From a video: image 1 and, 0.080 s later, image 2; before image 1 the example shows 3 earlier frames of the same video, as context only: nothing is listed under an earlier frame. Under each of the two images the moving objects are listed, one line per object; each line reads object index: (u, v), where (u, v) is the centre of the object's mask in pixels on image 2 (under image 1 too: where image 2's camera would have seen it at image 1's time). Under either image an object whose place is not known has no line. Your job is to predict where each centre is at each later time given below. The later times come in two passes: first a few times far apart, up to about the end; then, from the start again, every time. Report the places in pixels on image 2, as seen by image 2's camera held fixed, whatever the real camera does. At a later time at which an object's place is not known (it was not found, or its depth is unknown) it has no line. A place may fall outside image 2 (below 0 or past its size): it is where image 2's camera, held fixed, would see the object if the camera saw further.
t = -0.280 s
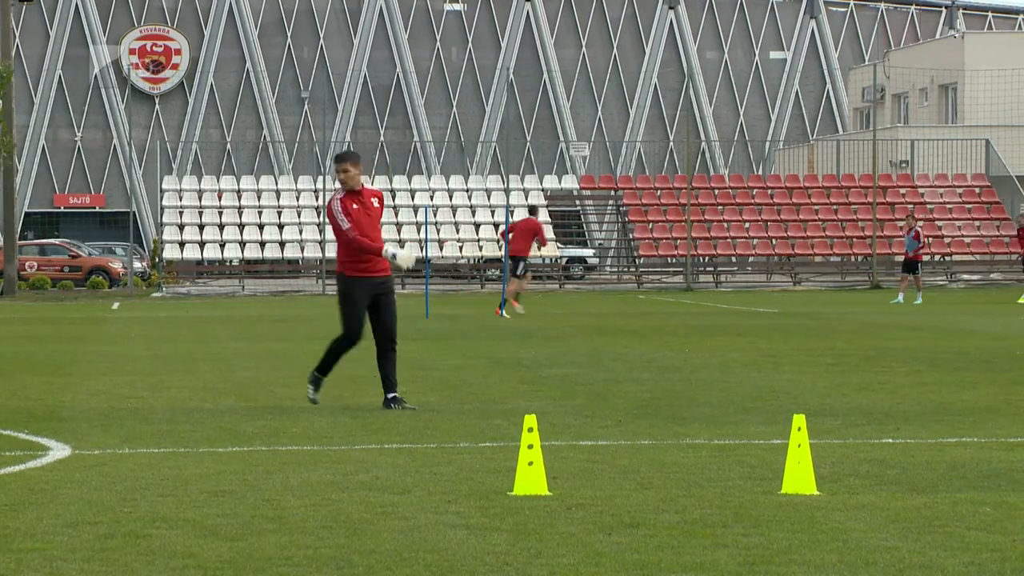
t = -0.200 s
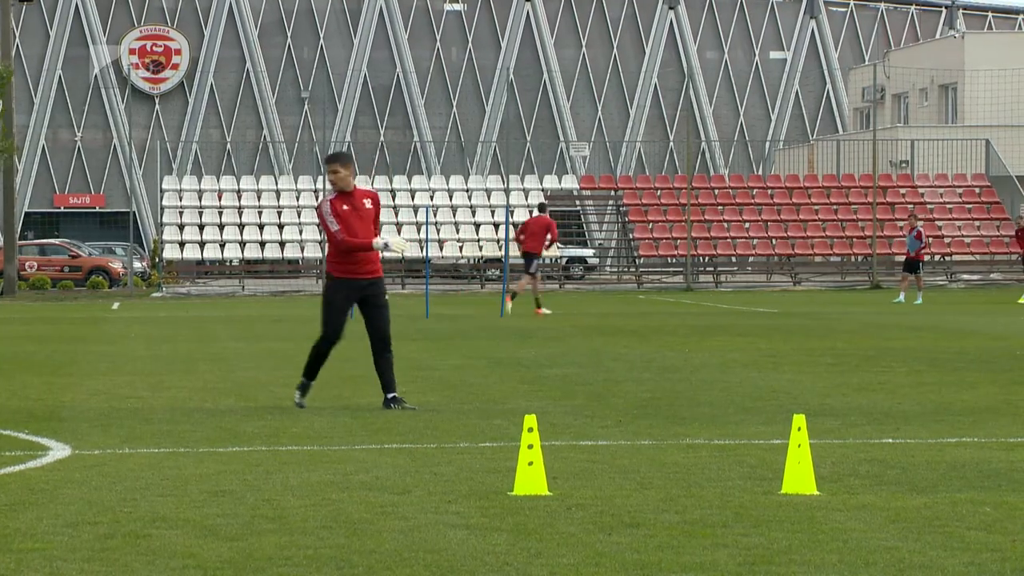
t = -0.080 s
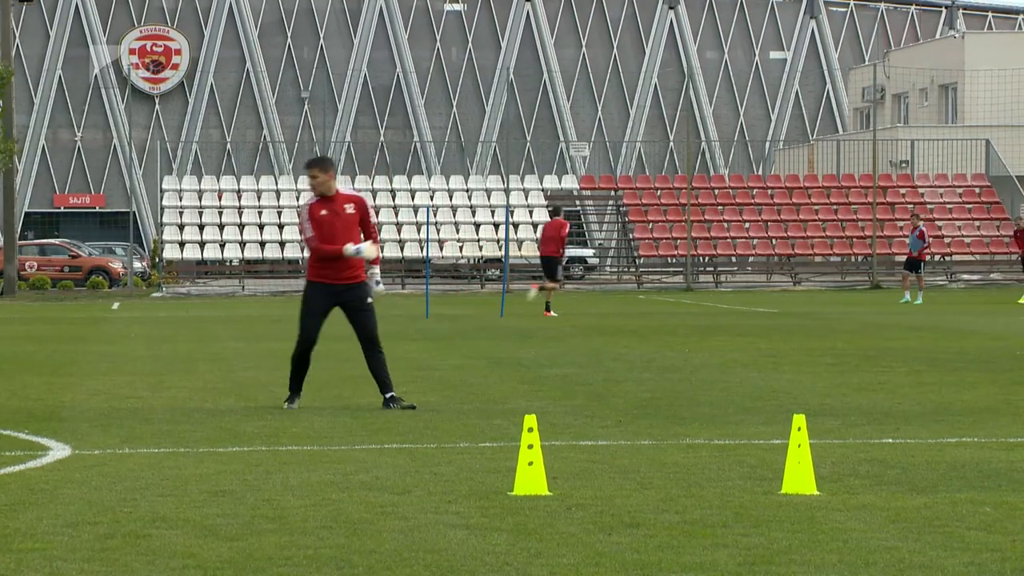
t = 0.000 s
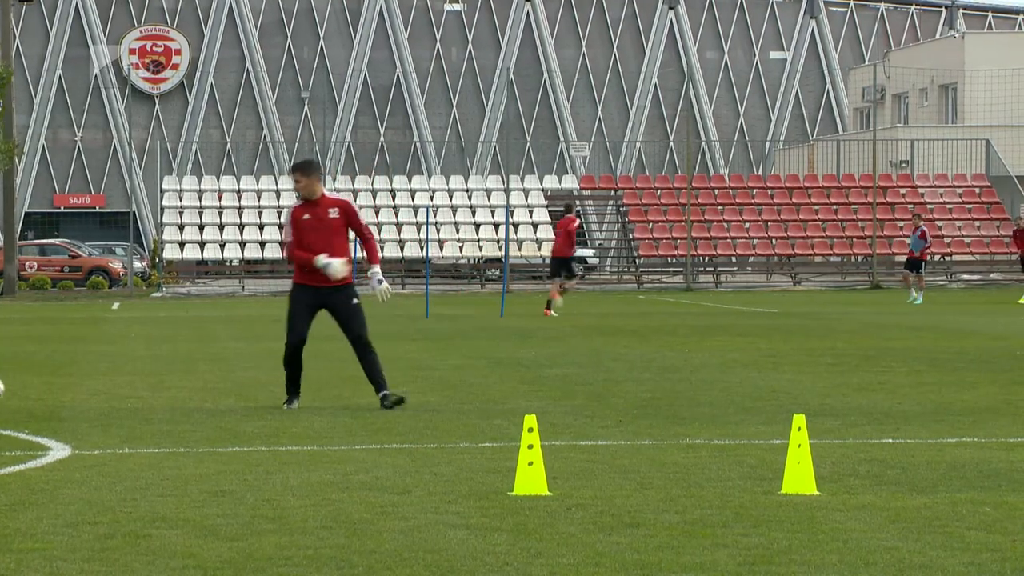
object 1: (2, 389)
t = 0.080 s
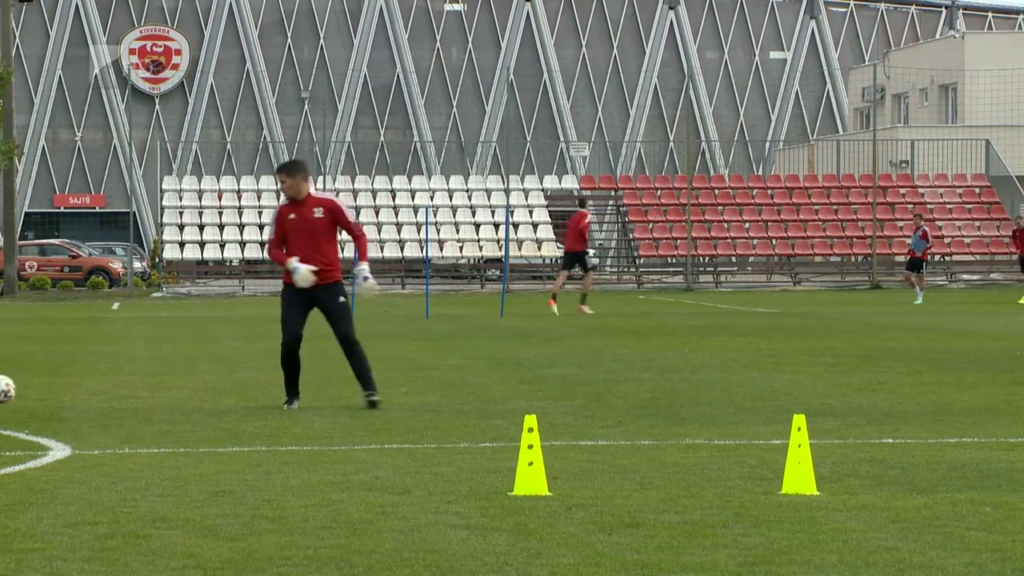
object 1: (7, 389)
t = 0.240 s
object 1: (20, 389)
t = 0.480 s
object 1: (46, 388)
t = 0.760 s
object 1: (70, 387)
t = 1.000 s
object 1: (86, 386)
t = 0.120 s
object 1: (9, 388)
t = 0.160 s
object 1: (11, 388)
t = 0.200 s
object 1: (15, 388)
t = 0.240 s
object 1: (20, 389)
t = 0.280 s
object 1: (24, 388)
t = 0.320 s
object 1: (29, 388)
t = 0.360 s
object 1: (34, 388)
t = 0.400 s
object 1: (38, 388)
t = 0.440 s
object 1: (42, 388)
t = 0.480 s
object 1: (46, 388)
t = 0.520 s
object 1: (50, 387)
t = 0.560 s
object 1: (54, 387)
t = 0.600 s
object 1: (57, 387)
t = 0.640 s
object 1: (61, 387)
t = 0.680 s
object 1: (64, 387)
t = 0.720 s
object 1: (67, 387)
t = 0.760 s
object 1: (70, 387)
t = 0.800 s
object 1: (73, 386)
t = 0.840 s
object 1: (76, 386)
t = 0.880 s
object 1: (79, 386)
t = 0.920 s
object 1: (82, 386)
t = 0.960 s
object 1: (84, 386)
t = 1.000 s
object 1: (86, 386)
